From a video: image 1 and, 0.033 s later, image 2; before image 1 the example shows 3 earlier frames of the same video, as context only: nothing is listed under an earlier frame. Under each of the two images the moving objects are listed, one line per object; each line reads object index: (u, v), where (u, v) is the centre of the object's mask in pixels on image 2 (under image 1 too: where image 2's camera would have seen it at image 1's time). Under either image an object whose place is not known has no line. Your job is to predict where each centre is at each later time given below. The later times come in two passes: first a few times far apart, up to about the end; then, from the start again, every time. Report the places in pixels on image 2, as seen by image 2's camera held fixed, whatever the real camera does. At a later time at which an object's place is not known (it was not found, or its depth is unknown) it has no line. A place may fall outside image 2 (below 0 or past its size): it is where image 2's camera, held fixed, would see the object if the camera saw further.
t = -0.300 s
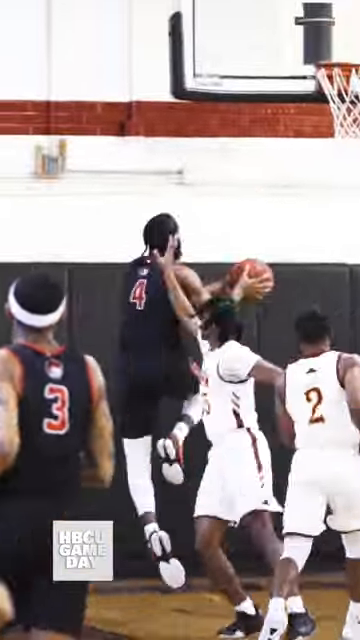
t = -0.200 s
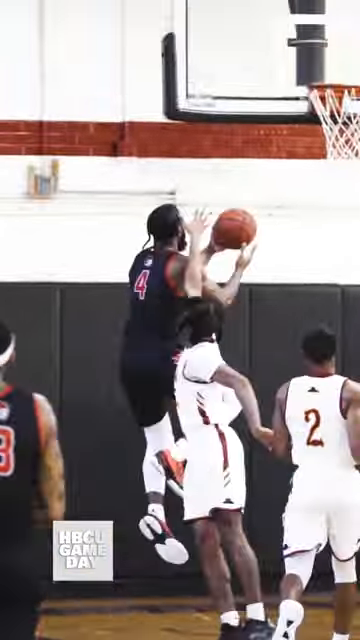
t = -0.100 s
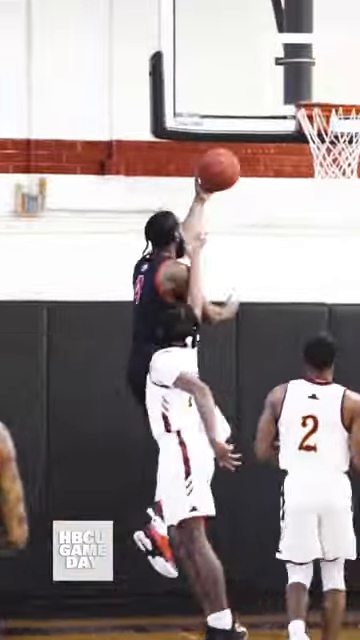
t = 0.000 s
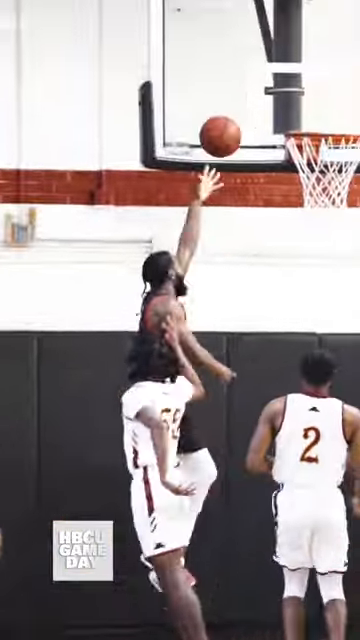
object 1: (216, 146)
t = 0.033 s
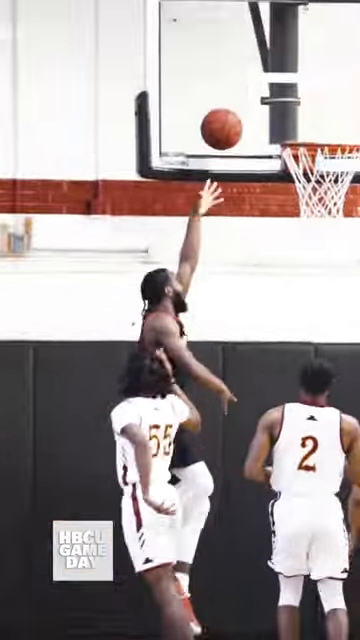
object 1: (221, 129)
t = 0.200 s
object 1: (246, 71)
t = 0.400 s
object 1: (289, 48)
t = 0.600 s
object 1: (333, 93)
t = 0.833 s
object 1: (300, 133)
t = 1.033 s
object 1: (345, 130)
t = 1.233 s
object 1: (321, 150)
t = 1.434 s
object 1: (305, 193)
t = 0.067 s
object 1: (226, 114)
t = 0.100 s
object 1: (231, 100)
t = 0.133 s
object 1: (236, 88)
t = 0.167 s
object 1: (241, 79)
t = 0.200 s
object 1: (246, 71)
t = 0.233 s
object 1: (253, 63)
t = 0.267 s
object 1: (260, 56)
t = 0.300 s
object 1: (268, 51)
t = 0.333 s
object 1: (275, 48)
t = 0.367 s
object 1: (282, 46)
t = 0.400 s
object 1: (289, 48)
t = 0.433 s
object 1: (295, 50)
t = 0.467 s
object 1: (304, 54)
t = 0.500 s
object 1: (311, 61)
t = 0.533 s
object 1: (318, 70)
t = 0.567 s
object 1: (326, 80)
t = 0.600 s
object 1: (333, 93)
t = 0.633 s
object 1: (340, 107)
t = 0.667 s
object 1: (347, 123)
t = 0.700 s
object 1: (346, 129)
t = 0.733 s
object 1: (334, 128)
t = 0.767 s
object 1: (322, 128)
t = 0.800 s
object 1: (310, 130)
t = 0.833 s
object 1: (300, 133)
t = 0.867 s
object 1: (308, 129)
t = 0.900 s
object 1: (315, 127)
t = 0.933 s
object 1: (323, 126)
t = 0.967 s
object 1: (330, 126)
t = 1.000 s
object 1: (338, 128)
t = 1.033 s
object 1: (345, 130)
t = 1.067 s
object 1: (341, 129)
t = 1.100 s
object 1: (336, 129)
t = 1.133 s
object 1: (331, 130)
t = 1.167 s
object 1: (326, 132)
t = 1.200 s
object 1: (322, 144)
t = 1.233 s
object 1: (321, 150)
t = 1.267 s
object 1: (312, 162)
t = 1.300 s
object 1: (312, 172)
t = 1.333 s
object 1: (306, 184)
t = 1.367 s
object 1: (303, 189)
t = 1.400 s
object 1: (301, 193)
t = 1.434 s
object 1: (305, 193)
